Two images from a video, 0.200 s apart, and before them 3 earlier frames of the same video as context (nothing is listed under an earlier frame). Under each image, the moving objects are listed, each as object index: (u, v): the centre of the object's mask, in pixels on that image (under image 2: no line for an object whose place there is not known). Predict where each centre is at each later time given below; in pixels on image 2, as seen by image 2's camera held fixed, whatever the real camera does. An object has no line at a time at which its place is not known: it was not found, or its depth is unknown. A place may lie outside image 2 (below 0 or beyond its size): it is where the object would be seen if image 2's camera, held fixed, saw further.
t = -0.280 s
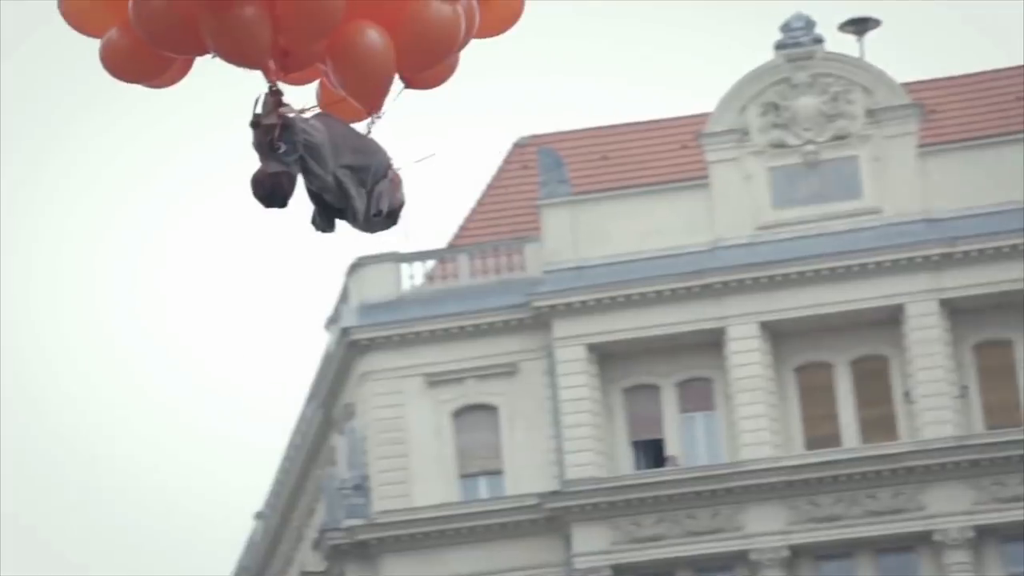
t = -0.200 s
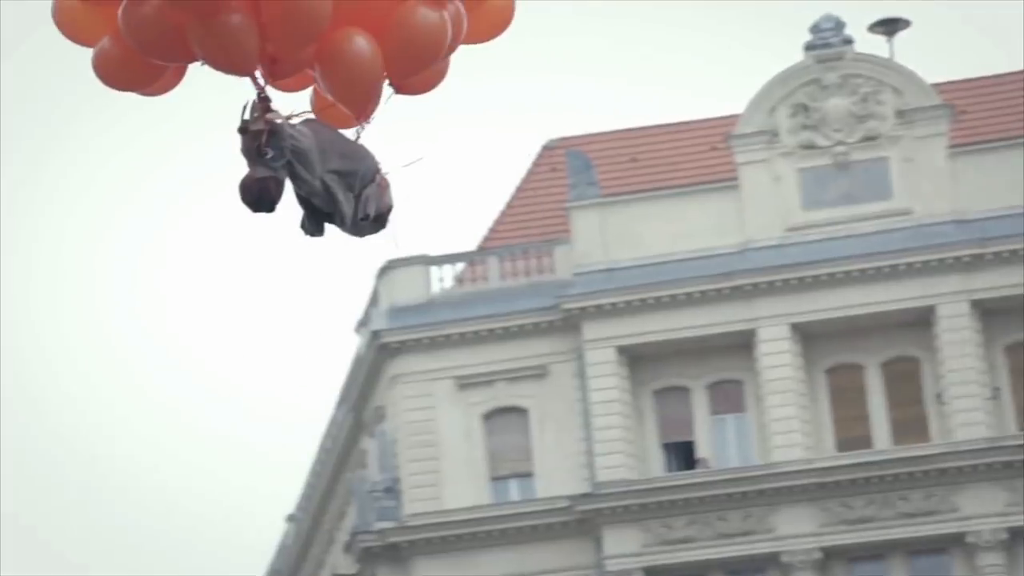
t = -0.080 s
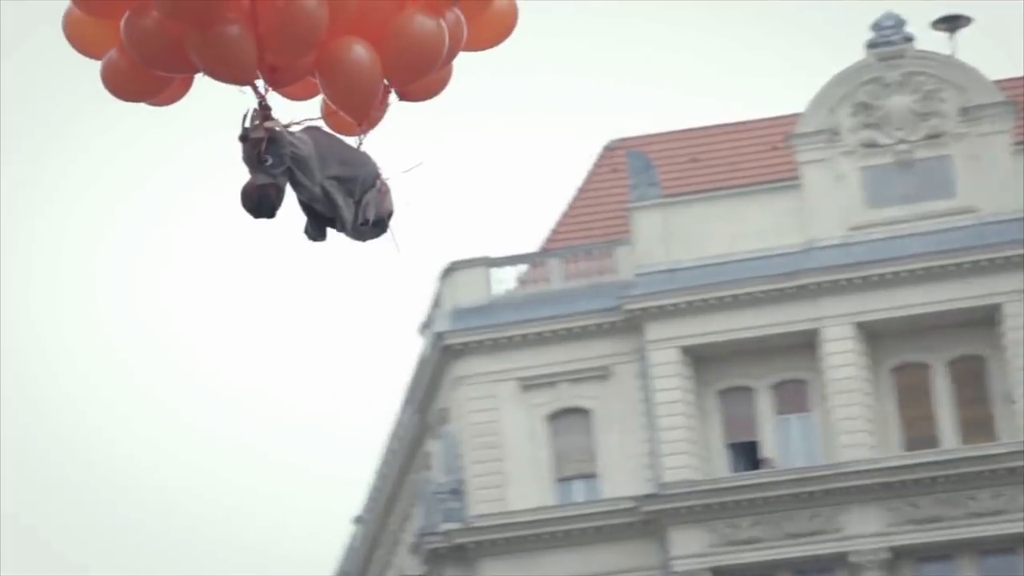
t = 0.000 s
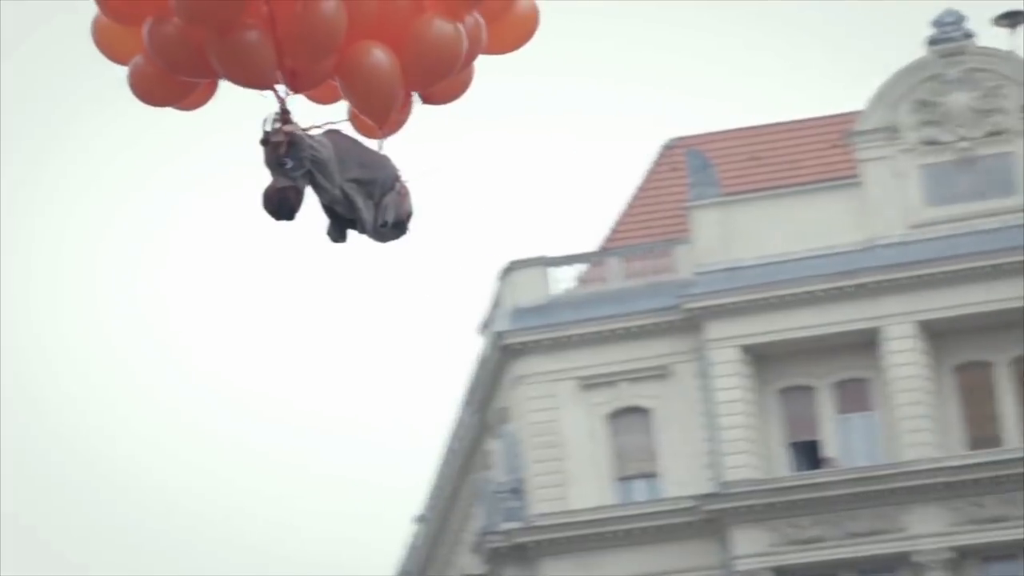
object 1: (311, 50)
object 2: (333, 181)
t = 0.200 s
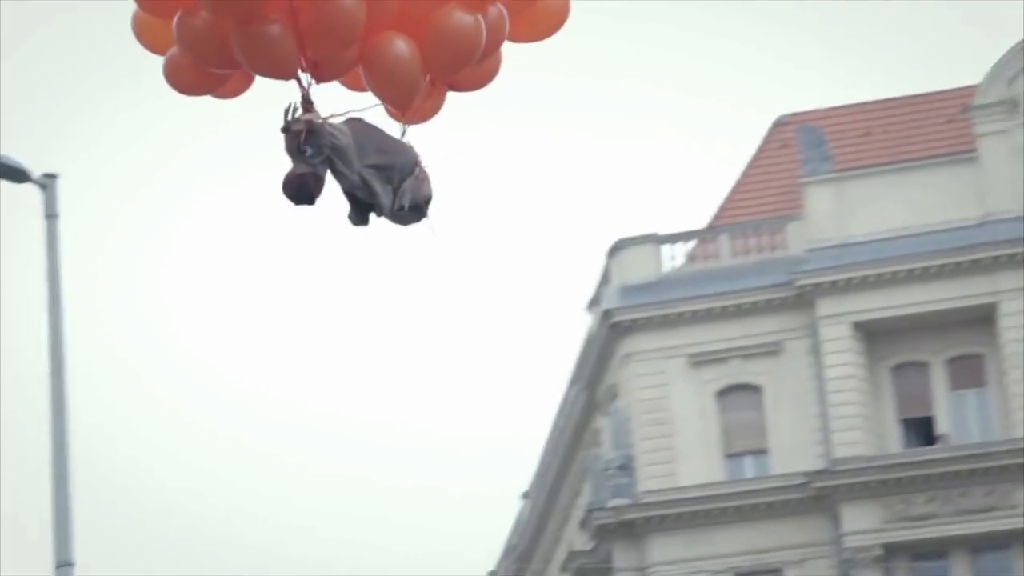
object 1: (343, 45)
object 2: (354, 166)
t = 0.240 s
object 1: (332, 52)
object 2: (342, 172)
